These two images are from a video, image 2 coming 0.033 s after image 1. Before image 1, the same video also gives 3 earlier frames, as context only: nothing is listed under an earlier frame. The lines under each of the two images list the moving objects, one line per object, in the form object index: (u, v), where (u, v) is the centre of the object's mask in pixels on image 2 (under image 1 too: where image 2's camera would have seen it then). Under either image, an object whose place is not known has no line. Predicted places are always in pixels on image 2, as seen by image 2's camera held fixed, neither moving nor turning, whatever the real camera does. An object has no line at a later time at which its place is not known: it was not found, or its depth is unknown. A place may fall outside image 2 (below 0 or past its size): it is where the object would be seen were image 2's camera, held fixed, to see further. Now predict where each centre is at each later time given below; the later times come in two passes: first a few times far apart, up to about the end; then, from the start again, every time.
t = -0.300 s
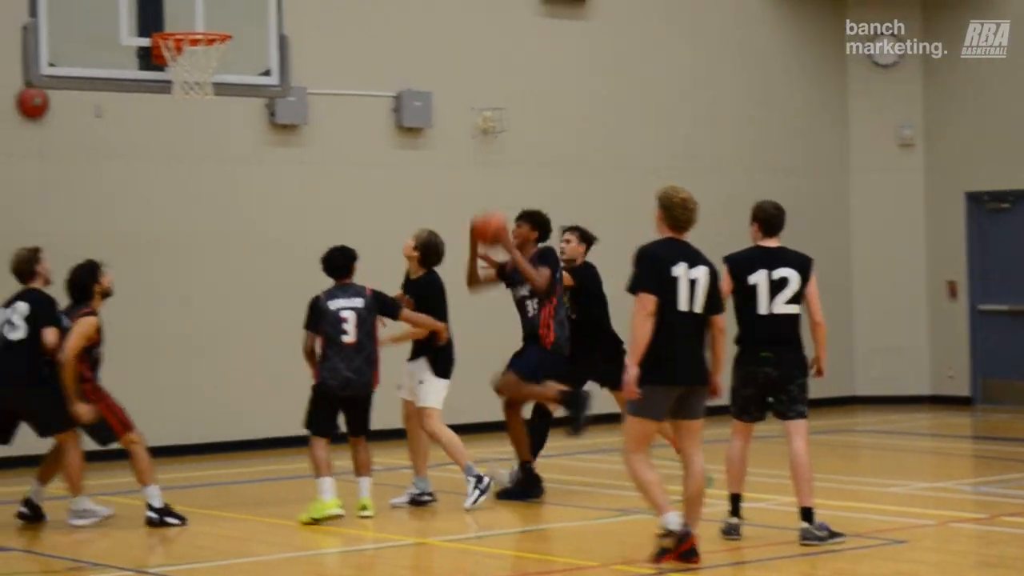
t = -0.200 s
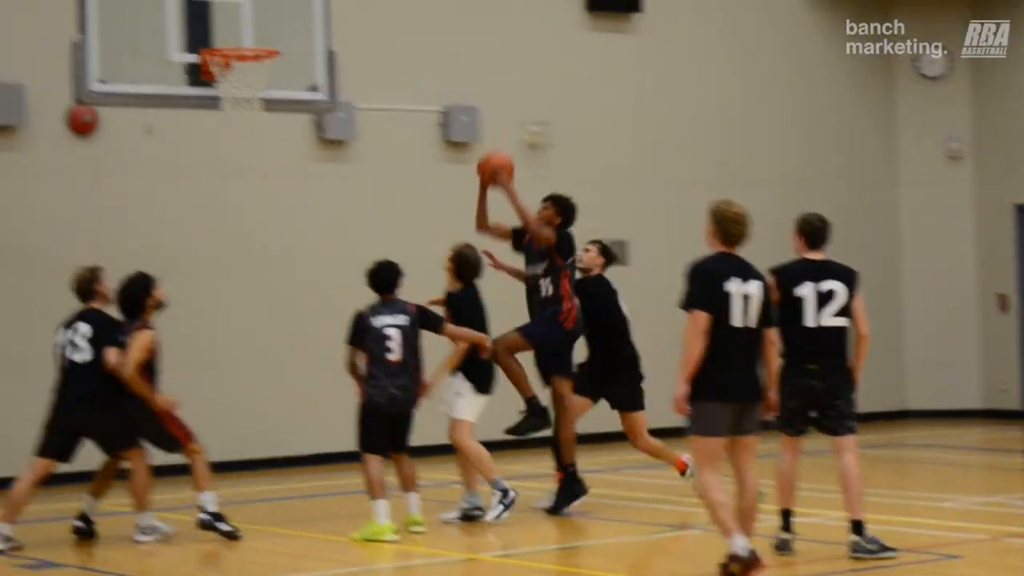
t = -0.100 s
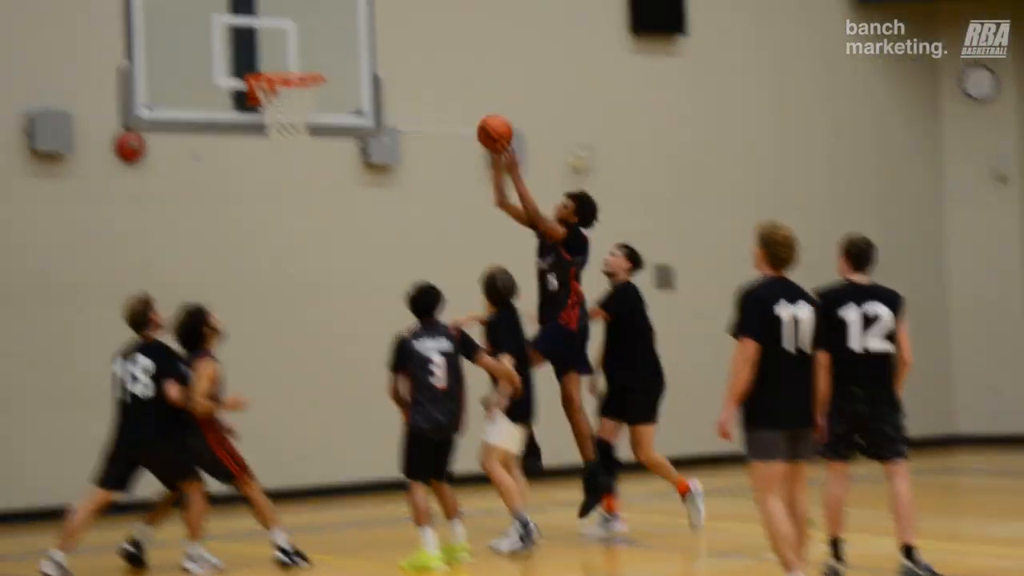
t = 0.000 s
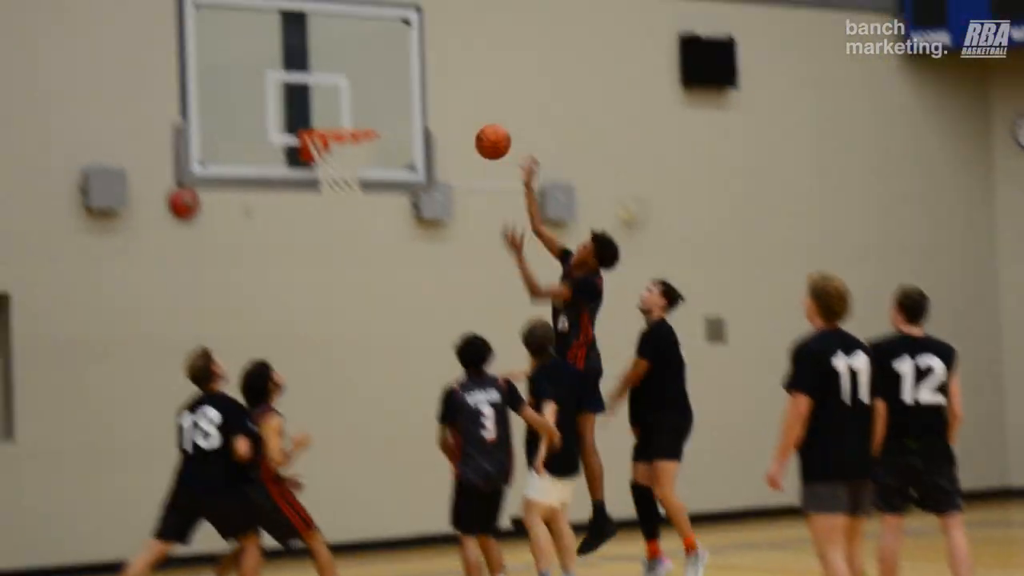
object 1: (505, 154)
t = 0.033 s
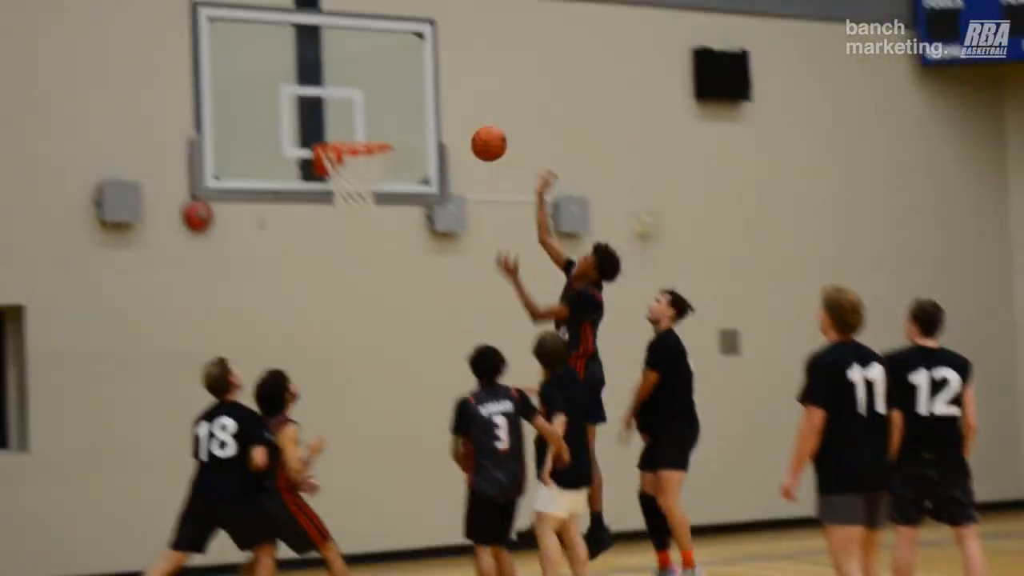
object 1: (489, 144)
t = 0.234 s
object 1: (389, 111)
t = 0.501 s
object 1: (364, 127)
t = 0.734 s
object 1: (347, 127)
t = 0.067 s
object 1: (471, 134)
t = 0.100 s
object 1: (454, 126)
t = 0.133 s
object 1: (437, 120)
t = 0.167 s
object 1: (420, 115)
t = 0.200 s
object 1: (403, 113)
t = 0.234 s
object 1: (389, 111)
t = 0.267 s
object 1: (385, 109)
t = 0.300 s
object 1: (383, 108)
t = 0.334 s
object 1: (380, 110)
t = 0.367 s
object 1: (377, 113)
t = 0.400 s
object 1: (374, 117)
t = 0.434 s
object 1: (371, 123)
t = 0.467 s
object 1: (368, 129)
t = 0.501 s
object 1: (364, 127)
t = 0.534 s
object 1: (359, 126)
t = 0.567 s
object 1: (355, 125)
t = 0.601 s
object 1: (350, 126)
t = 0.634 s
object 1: (345, 128)
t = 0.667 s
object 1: (341, 130)
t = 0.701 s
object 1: (342, 129)
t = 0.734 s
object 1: (347, 127)
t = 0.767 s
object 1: (351, 125)
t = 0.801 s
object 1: (355, 124)
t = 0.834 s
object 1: (360, 126)
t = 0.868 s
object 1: (364, 127)
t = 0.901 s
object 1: (368, 130)
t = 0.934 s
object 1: (371, 133)
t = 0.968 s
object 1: (367, 142)
